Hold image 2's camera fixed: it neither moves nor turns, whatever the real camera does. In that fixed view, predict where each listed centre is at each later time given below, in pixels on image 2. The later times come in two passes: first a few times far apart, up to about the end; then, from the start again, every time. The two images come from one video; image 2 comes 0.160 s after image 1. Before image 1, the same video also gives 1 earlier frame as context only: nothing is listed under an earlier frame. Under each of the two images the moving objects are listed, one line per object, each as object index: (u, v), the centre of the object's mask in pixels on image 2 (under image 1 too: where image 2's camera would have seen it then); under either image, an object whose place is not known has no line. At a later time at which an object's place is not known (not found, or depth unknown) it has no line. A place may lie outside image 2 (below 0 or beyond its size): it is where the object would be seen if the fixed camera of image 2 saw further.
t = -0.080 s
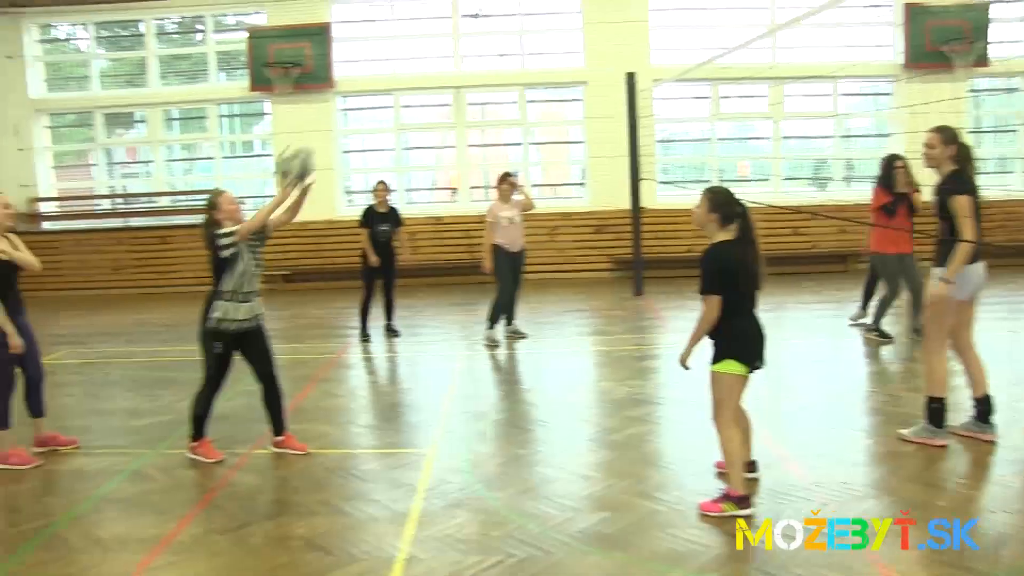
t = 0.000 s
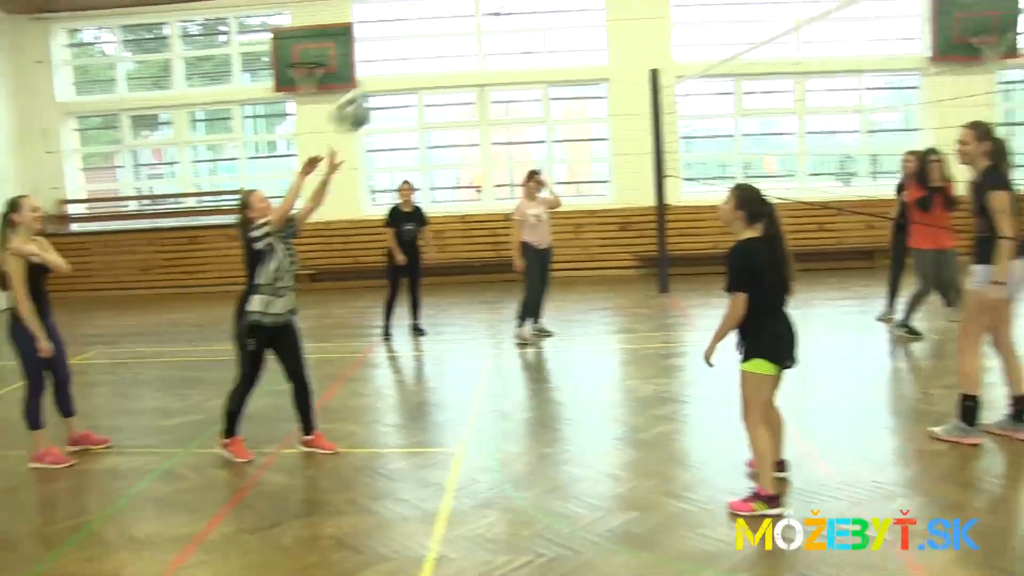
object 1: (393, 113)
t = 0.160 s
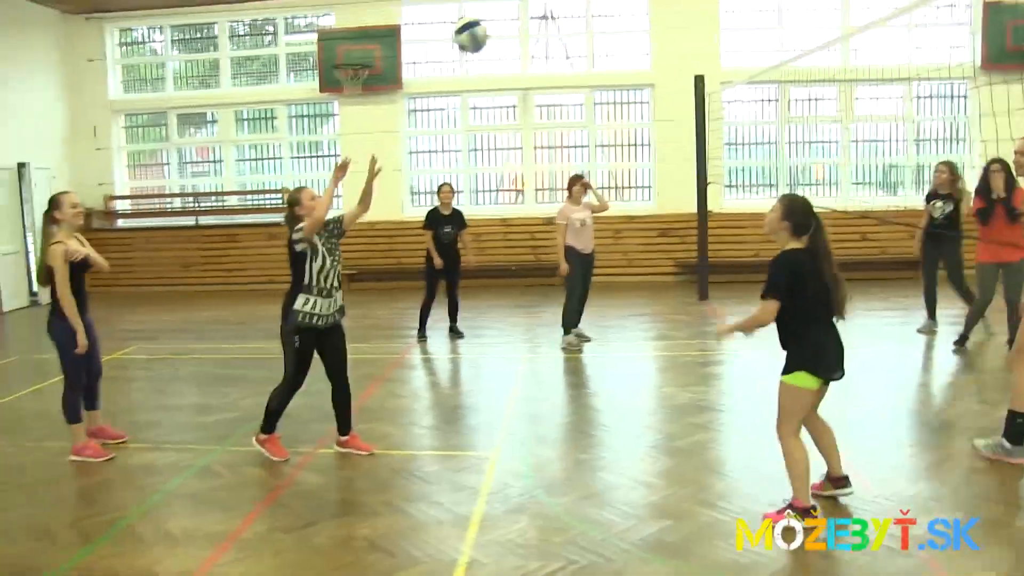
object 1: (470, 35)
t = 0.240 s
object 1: (509, 11)
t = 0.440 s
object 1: (608, 6)
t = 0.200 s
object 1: (490, 22)
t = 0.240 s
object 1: (509, 11)
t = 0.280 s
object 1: (529, 4)
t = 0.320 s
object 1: (549, 0)
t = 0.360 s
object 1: (569, -1)
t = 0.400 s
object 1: (589, 1)
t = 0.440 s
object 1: (608, 6)
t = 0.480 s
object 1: (630, 16)
